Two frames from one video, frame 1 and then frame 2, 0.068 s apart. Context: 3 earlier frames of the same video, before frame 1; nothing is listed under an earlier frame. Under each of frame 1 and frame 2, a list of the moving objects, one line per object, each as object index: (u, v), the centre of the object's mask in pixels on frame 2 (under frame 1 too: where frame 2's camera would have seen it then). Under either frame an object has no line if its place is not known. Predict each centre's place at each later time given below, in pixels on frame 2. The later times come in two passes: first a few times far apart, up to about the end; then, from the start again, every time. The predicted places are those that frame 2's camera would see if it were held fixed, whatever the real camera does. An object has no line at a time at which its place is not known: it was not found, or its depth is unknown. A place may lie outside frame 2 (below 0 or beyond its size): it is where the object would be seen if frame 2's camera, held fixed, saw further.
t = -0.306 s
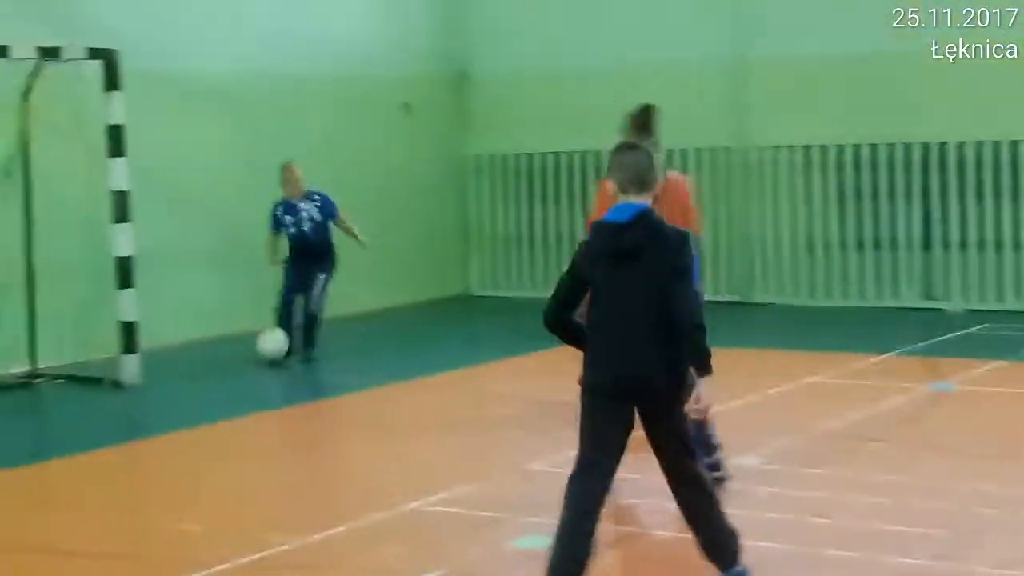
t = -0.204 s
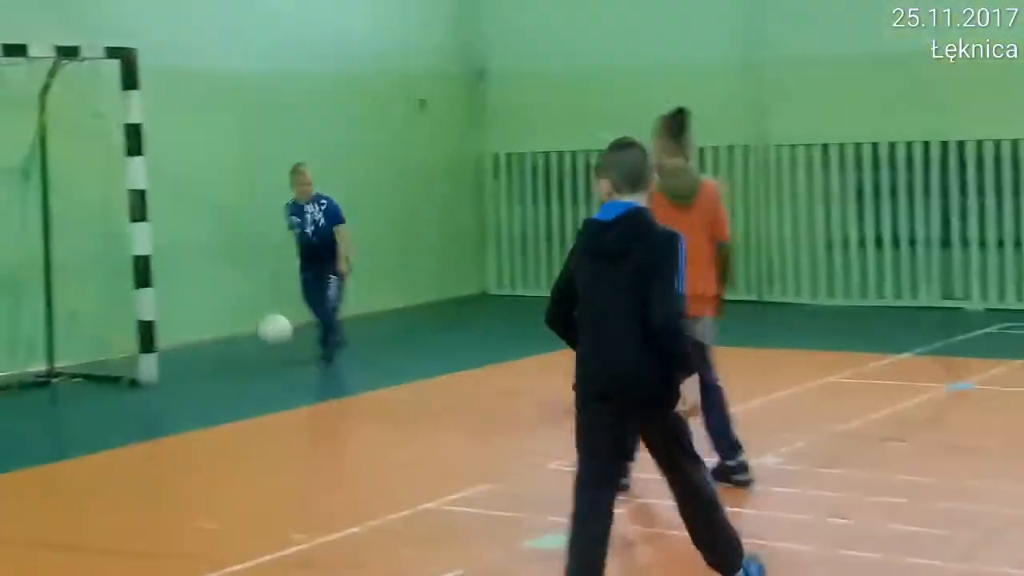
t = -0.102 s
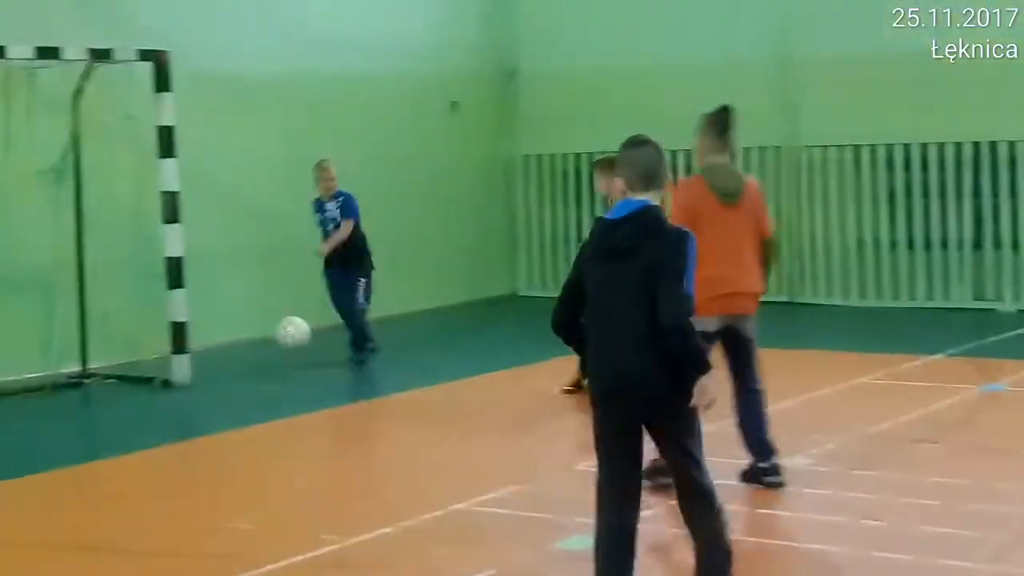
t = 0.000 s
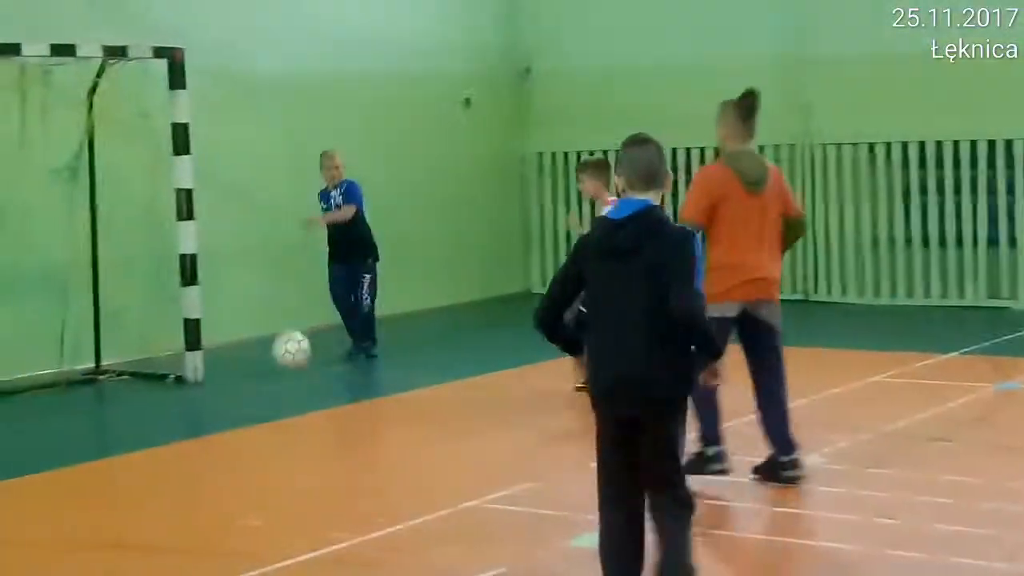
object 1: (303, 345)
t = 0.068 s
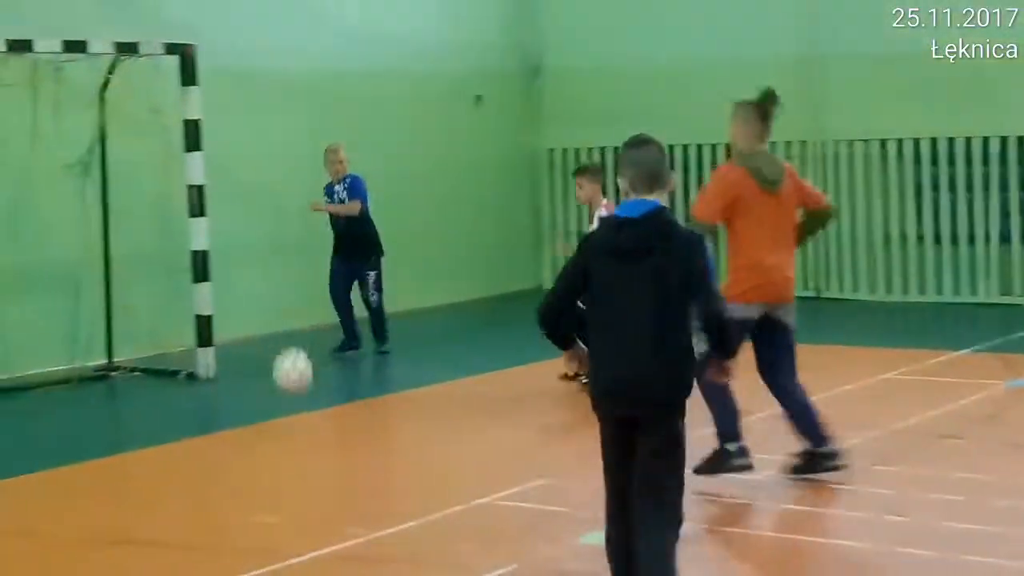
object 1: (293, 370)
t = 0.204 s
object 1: (271, 416)
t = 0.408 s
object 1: (236, 428)
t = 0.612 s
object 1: (195, 490)
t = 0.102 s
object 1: (288, 387)
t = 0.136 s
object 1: (281, 401)
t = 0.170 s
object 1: (277, 421)
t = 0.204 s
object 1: (271, 416)
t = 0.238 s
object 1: (265, 412)
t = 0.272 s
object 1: (259, 411)
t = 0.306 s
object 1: (252, 411)
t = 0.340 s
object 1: (246, 415)
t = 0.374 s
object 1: (241, 421)
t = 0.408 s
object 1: (236, 428)
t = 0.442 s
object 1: (228, 439)
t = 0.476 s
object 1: (222, 455)
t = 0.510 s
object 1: (215, 473)
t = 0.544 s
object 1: (210, 497)
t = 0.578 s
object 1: (203, 493)
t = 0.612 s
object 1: (195, 490)
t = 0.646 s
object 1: (188, 491)
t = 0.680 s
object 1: (178, 493)
